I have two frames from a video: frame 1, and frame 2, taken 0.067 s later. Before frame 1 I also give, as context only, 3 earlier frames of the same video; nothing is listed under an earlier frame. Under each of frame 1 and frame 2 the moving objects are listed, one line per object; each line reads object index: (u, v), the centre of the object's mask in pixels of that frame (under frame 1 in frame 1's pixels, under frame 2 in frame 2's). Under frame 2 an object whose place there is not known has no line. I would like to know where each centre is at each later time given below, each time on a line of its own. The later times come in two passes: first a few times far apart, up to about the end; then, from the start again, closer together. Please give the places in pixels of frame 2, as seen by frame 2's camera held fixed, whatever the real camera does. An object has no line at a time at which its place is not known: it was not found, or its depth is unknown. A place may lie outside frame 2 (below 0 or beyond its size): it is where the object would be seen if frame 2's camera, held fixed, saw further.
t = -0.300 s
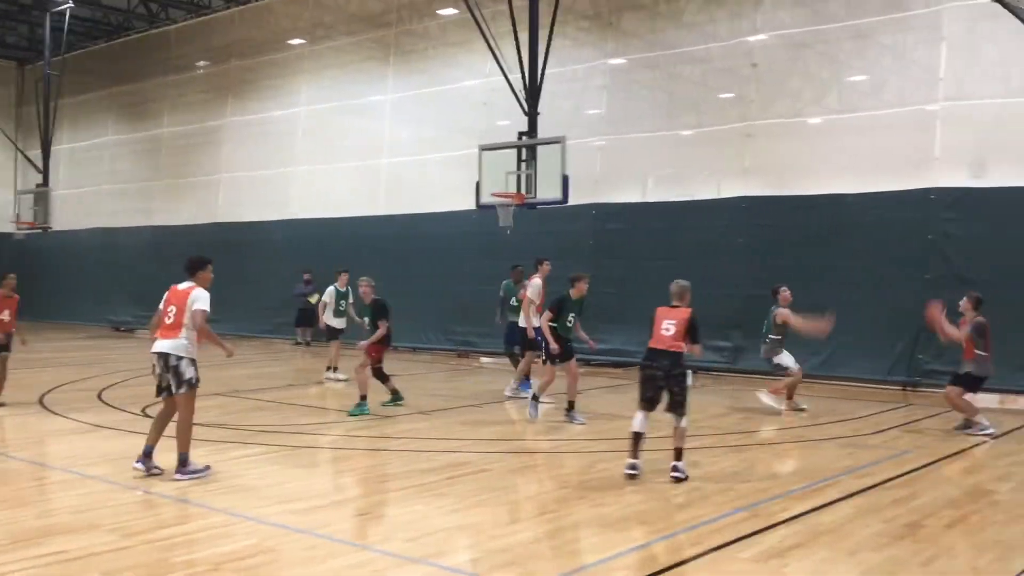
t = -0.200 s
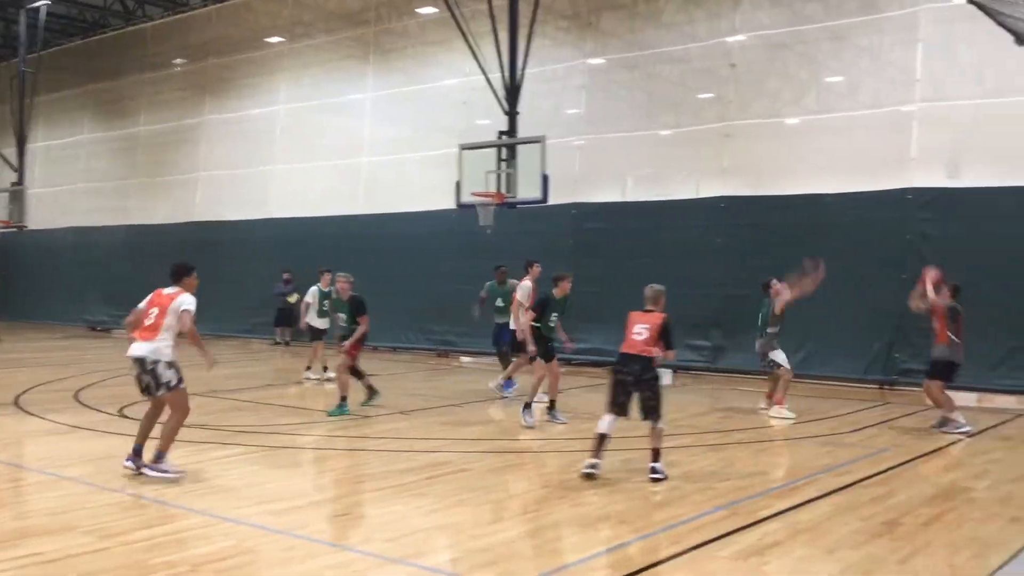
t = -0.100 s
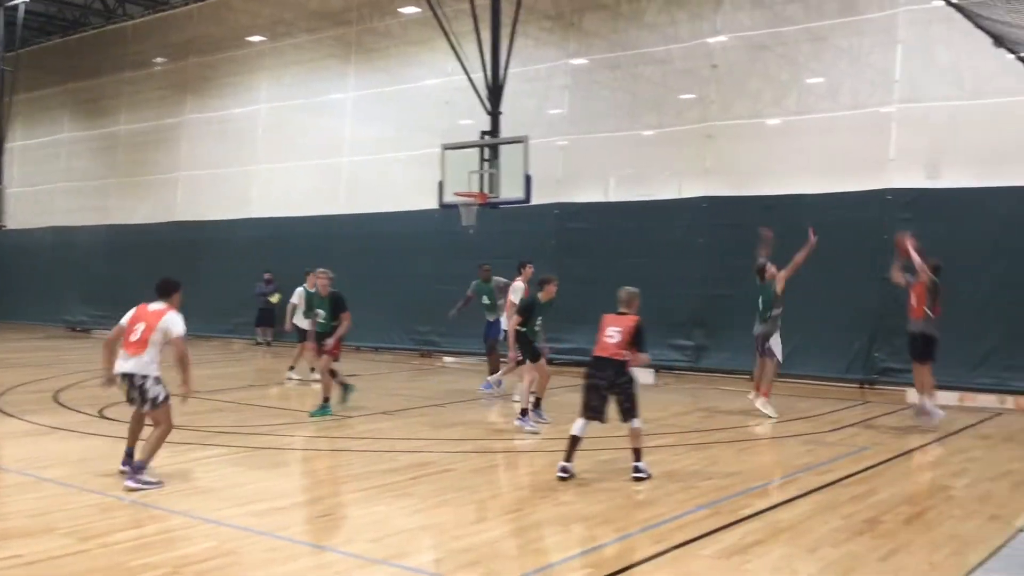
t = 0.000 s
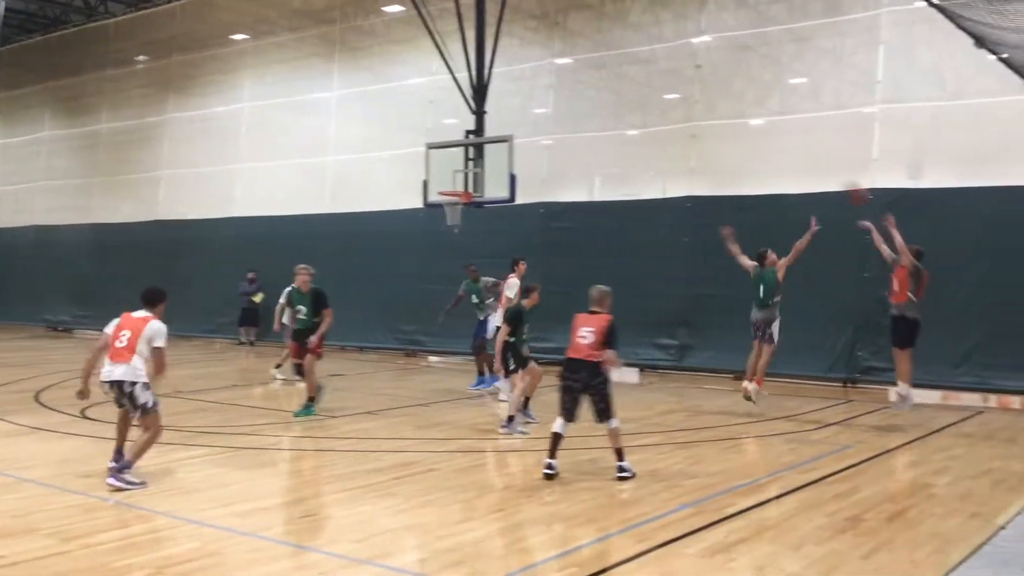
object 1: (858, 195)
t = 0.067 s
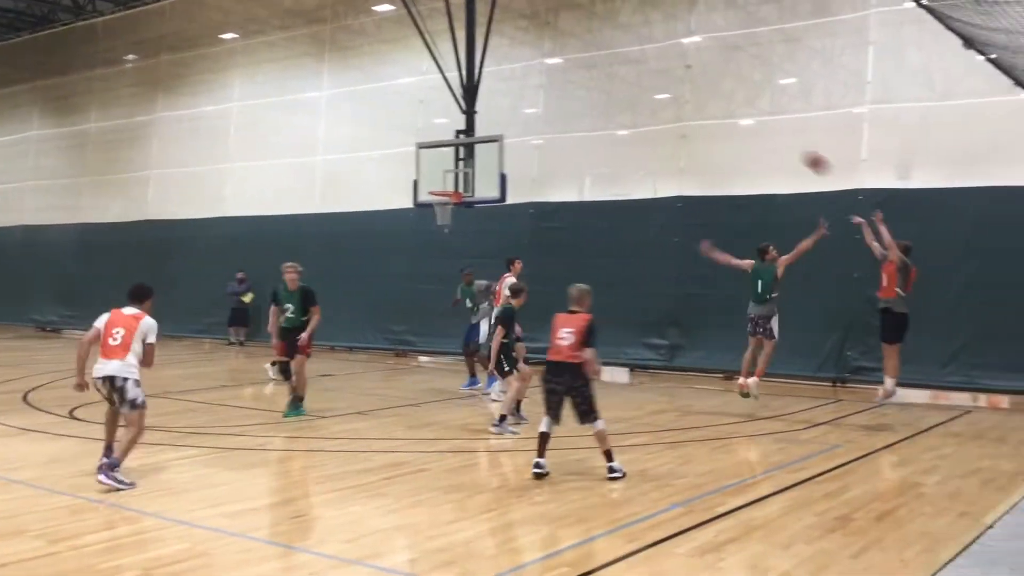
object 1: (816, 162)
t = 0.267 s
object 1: (735, 93)
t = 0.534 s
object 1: (640, 54)
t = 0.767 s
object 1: (567, 63)
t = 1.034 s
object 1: (494, 114)
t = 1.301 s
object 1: (438, 198)
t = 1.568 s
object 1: (449, 213)
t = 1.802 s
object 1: (448, 255)
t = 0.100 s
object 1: (801, 148)
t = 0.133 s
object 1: (788, 134)
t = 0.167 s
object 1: (775, 123)
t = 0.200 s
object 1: (761, 111)
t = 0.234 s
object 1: (748, 101)
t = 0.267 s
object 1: (735, 93)
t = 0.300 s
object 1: (721, 84)
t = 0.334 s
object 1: (709, 77)
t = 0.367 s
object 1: (697, 70)
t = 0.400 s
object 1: (685, 66)
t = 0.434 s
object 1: (674, 61)
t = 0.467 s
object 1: (662, 58)
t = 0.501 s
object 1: (650, 55)
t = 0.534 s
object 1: (640, 54)
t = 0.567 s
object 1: (629, 53)
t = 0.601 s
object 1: (618, 53)
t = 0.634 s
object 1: (607, 53)
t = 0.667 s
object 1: (597, 55)
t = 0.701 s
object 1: (586, 57)
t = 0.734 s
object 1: (576, 59)
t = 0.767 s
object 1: (567, 63)
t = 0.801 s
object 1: (557, 68)
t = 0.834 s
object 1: (548, 71)
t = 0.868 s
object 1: (539, 77)
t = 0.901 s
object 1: (529, 83)
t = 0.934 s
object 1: (520, 90)
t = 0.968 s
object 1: (512, 97)
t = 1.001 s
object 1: (502, 106)
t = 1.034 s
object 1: (494, 114)
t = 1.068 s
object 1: (487, 122)
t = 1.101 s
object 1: (477, 133)
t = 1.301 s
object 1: (438, 198)
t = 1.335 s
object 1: (439, 204)
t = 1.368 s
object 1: (441, 206)
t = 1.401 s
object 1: (443, 207)
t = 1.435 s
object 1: (447, 205)
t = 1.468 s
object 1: (448, 207)
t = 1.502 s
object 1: (448, 208)
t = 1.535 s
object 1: (449, 211)
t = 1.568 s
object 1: (449, 213)
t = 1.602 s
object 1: (448, 217)
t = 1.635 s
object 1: (448, 224)
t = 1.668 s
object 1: (448, 229)
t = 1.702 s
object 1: (448, 234)
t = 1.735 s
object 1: (448, 241)
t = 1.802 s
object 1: (448, 255)
